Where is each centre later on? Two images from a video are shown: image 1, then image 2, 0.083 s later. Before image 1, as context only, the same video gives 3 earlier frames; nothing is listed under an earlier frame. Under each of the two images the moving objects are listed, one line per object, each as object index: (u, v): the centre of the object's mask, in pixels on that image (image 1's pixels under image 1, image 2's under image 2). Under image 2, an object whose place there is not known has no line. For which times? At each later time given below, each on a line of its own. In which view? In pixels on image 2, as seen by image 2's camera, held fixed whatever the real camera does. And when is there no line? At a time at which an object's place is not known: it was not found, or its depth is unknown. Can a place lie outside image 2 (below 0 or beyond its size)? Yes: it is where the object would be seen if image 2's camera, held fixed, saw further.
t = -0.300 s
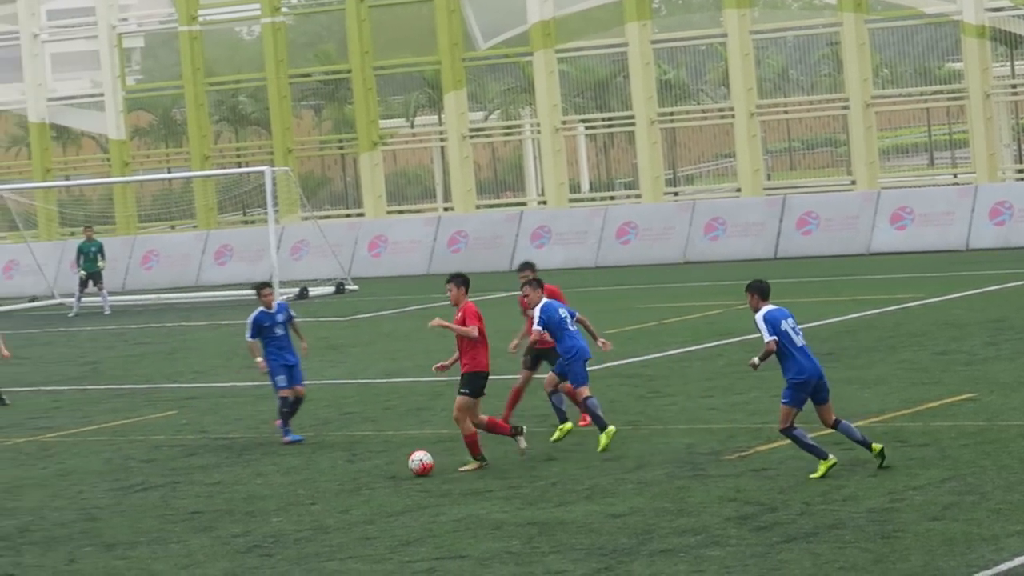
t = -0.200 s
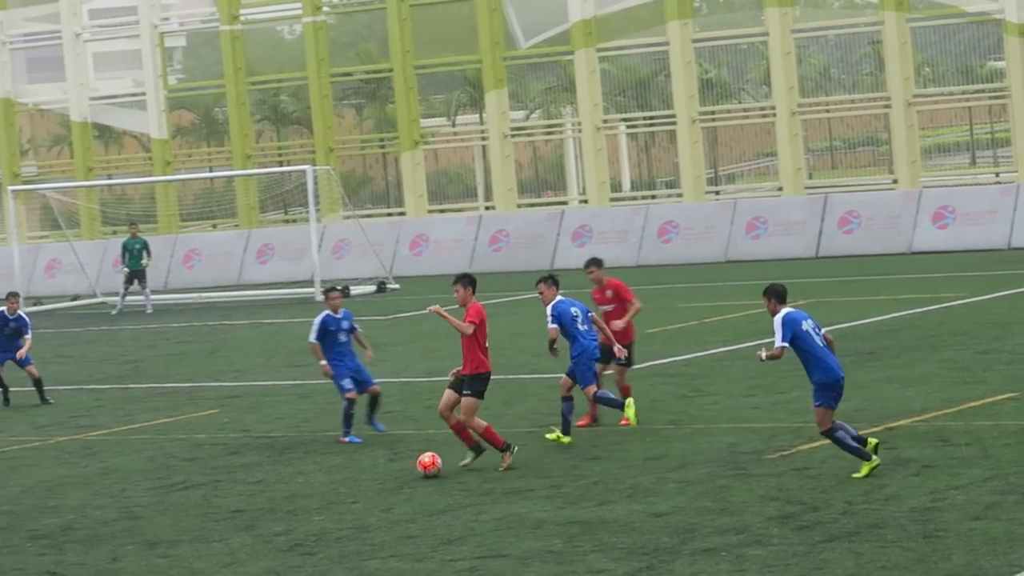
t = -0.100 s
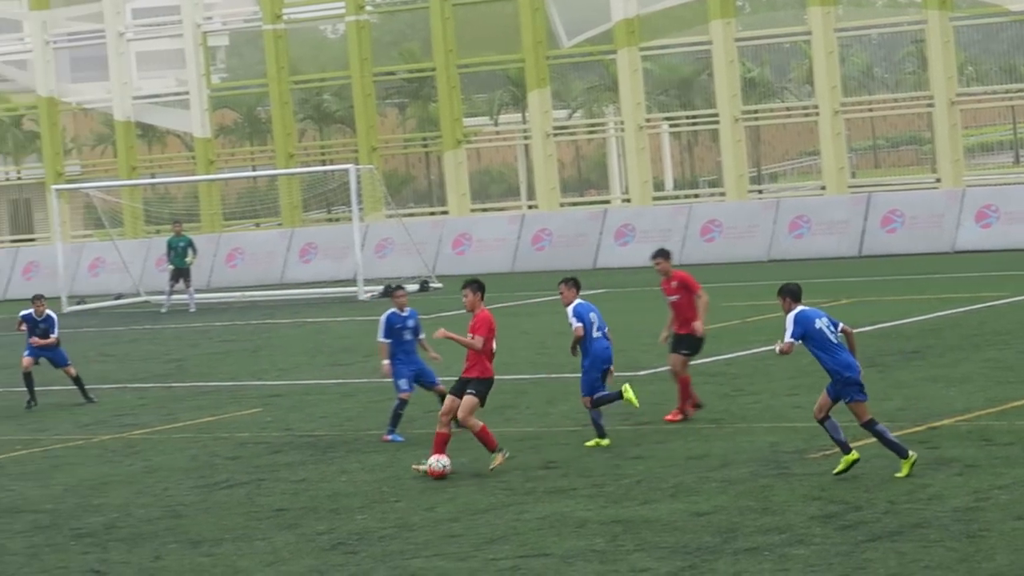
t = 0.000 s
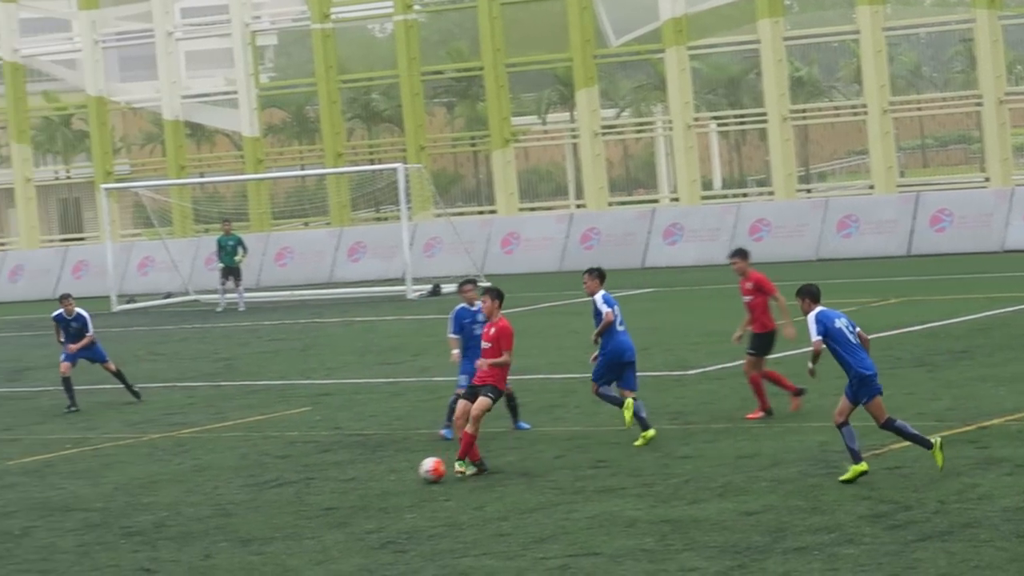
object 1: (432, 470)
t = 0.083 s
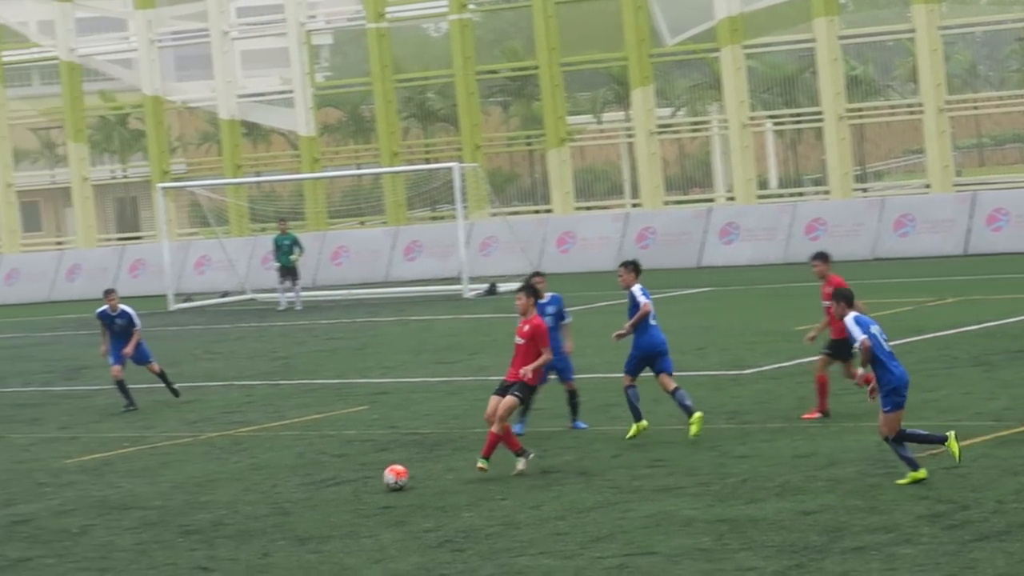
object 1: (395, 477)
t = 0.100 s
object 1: (377, 479)
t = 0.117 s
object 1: (359, 481)
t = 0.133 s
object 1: (341, 483)
